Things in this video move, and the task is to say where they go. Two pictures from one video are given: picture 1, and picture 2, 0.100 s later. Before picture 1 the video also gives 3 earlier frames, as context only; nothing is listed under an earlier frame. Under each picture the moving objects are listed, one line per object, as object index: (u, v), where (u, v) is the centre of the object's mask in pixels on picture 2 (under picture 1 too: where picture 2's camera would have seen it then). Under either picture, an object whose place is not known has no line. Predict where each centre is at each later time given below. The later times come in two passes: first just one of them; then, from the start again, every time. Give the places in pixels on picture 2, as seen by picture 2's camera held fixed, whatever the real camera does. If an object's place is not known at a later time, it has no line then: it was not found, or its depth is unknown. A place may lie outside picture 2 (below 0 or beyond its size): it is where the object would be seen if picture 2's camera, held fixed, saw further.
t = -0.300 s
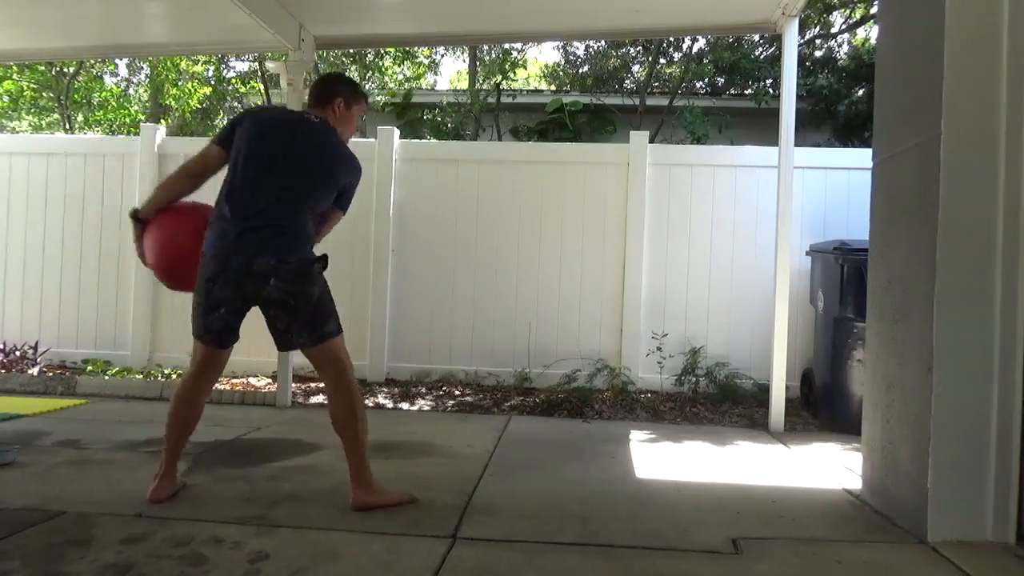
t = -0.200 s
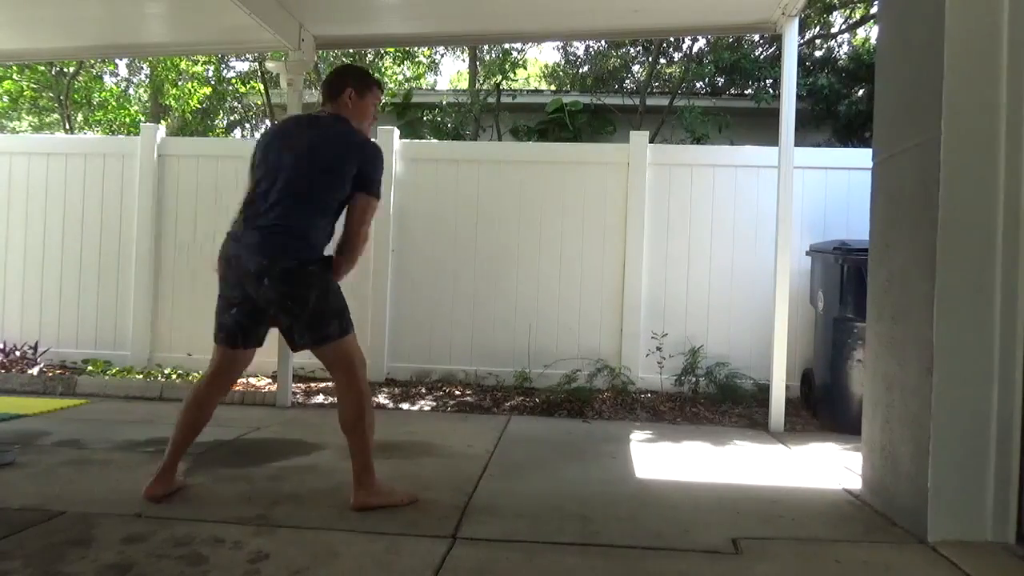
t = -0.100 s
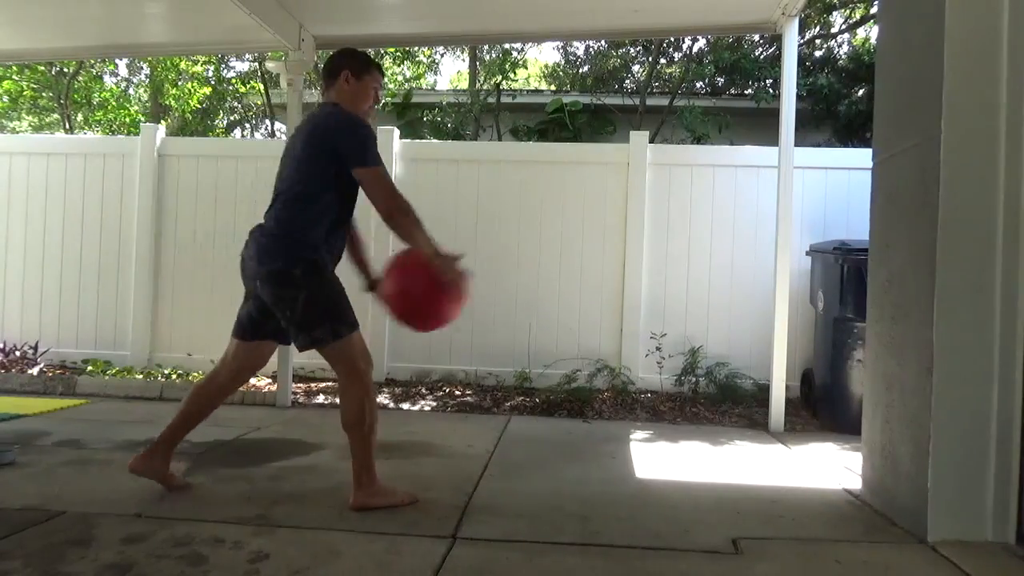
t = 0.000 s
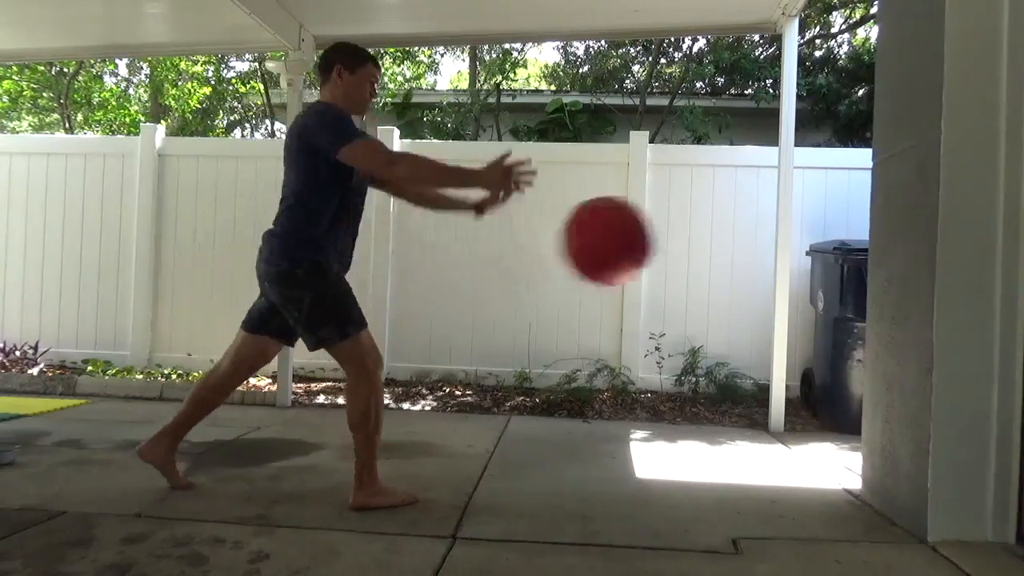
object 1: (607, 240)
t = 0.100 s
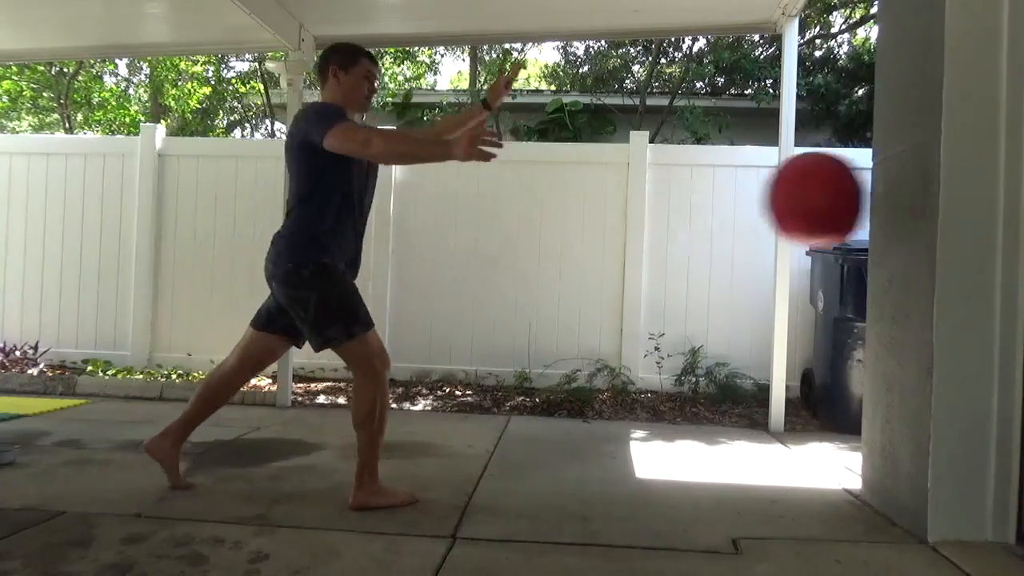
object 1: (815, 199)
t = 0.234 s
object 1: (759, 152)
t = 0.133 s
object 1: (874, 188)
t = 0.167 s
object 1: (838, 173)
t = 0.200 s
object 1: (799, 161)
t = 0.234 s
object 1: (759, 152)
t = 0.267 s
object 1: (720, 145)
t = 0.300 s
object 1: (680, 142)
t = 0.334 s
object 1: (639, 141)
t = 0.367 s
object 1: (599, 144)
